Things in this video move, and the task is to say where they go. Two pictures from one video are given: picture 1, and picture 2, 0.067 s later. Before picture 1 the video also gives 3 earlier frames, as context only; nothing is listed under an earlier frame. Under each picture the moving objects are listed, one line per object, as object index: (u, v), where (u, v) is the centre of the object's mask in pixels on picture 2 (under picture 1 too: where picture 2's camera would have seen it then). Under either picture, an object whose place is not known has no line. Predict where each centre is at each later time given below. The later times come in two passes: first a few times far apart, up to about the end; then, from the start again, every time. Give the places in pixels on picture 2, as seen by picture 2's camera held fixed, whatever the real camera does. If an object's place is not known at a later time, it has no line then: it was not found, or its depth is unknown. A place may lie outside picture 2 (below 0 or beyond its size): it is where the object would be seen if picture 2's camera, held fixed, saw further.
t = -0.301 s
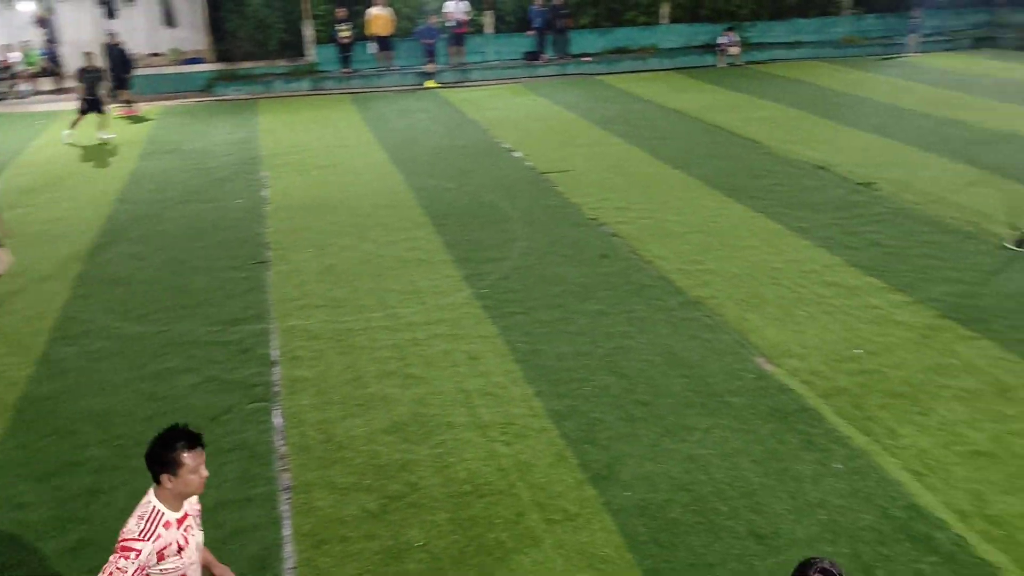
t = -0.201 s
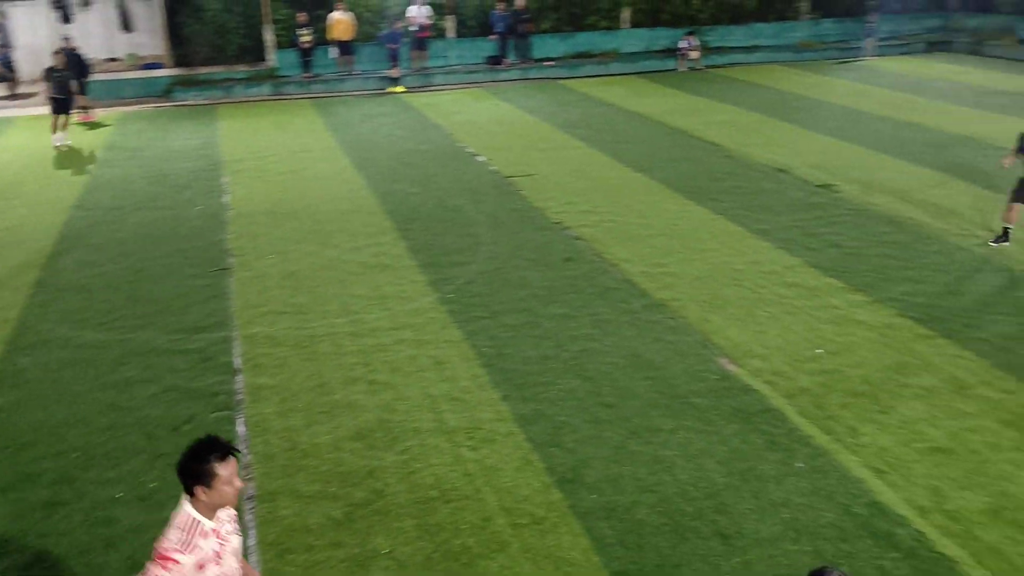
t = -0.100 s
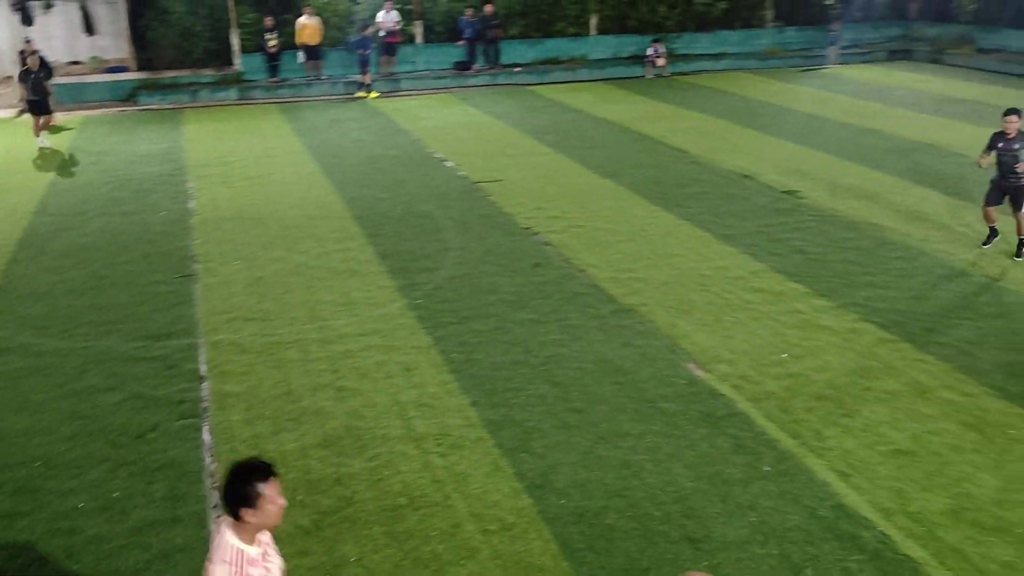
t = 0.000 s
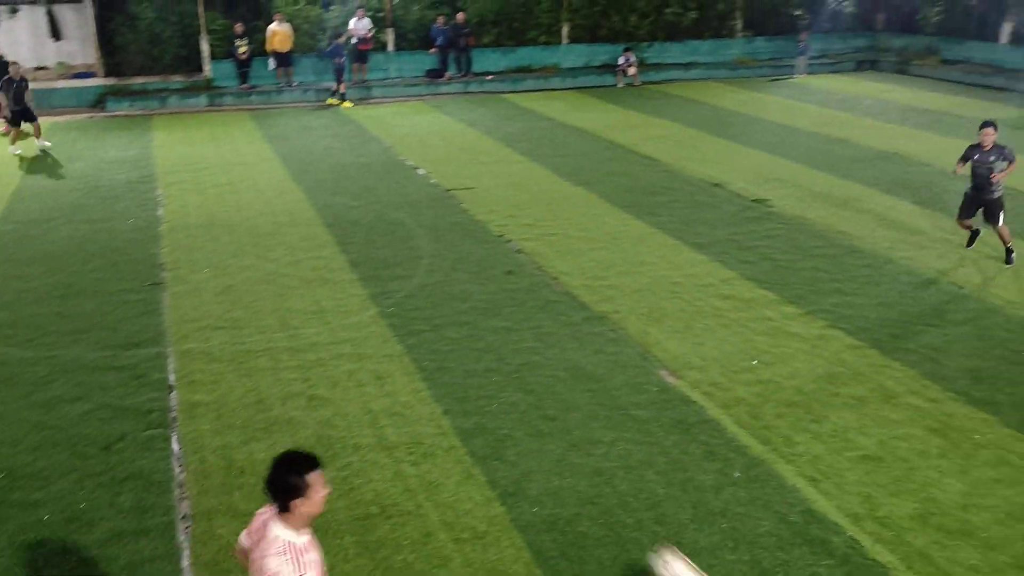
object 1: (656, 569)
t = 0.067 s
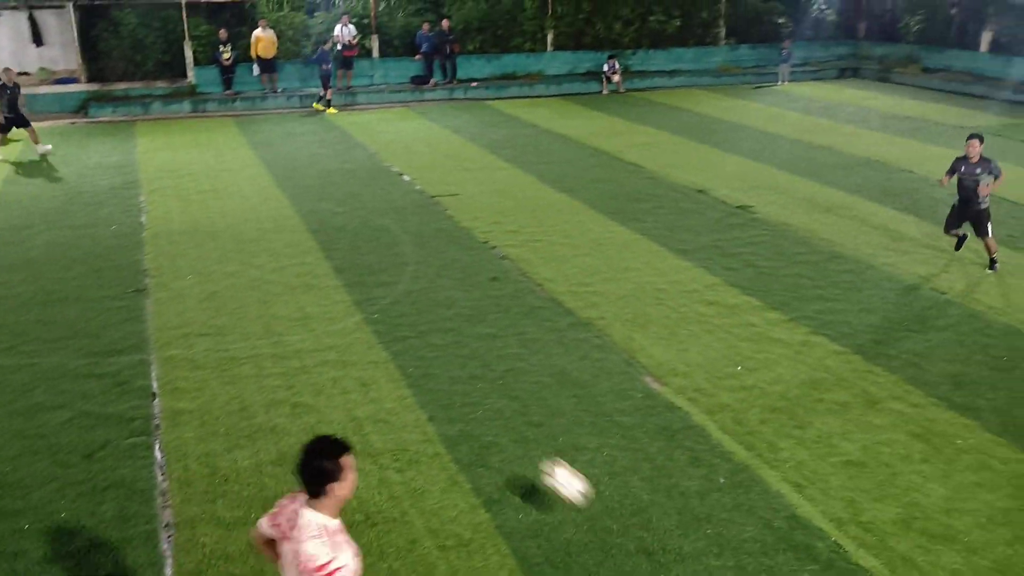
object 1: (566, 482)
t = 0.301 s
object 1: (354, 308)
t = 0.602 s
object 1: (226, 213)
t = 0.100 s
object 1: (525, 444)
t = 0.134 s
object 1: (487, 411)
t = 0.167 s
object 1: (455, 383)
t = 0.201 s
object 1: (427, 360)
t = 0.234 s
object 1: (400, 339)
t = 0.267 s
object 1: (375, 323)
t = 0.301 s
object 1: (354, 308)
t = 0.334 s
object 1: (334, 297)
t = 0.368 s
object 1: (315, 286)
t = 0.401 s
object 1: (299, 279)
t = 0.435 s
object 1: (284, 272)
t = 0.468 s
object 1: (271, 258)
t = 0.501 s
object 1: (259, 245)
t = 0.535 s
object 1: (246, 233)
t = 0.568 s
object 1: (236, 222)
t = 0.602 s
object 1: (226, 213)
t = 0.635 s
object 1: (216, 205)
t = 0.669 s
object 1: (208, 198)
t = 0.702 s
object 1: (199, 193)
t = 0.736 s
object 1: (191, 188)
